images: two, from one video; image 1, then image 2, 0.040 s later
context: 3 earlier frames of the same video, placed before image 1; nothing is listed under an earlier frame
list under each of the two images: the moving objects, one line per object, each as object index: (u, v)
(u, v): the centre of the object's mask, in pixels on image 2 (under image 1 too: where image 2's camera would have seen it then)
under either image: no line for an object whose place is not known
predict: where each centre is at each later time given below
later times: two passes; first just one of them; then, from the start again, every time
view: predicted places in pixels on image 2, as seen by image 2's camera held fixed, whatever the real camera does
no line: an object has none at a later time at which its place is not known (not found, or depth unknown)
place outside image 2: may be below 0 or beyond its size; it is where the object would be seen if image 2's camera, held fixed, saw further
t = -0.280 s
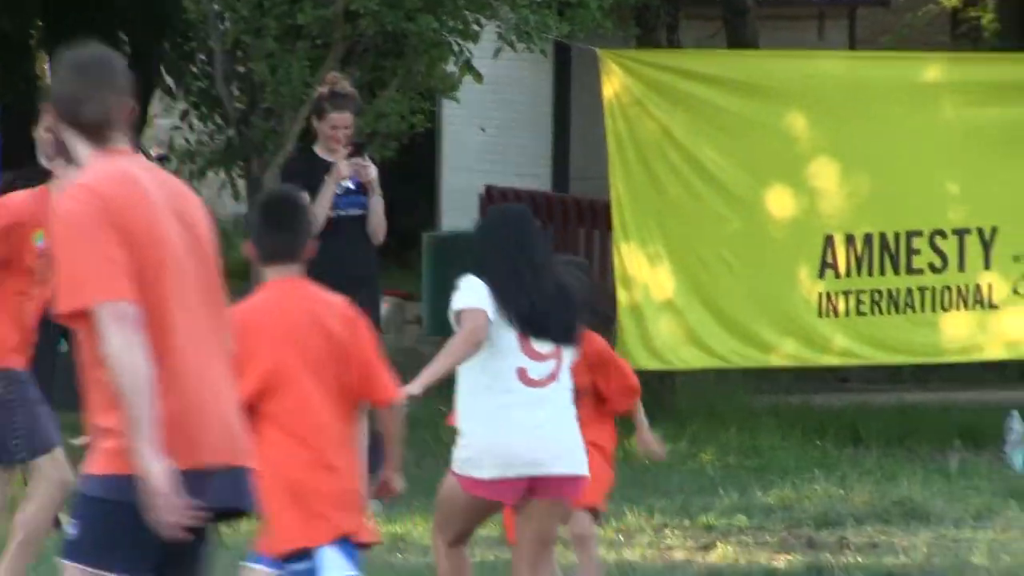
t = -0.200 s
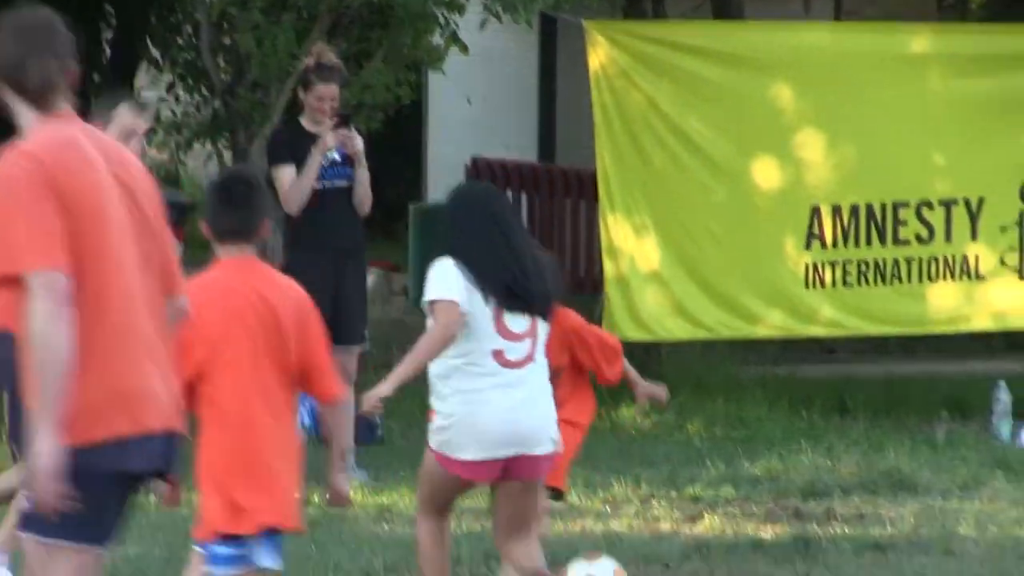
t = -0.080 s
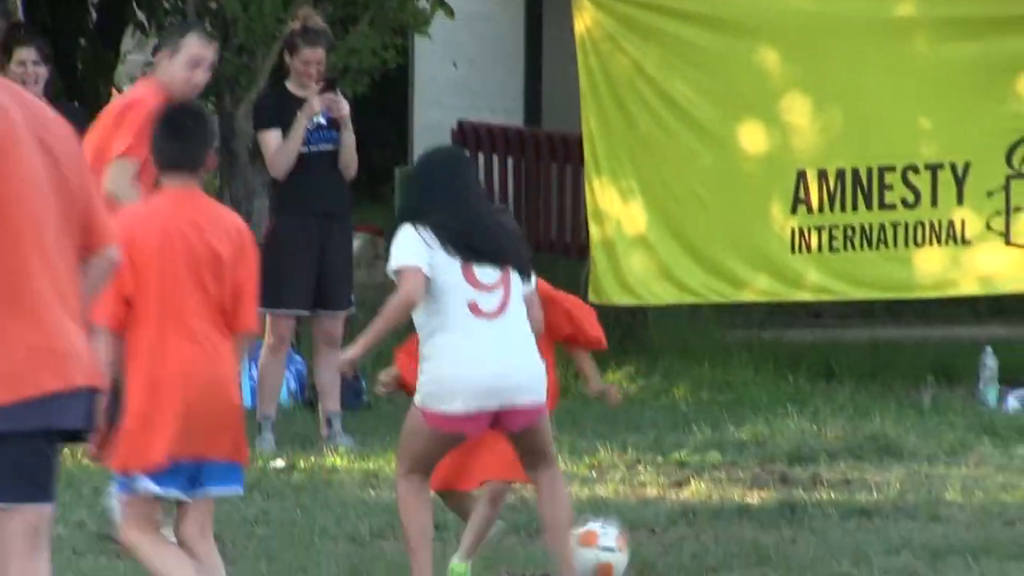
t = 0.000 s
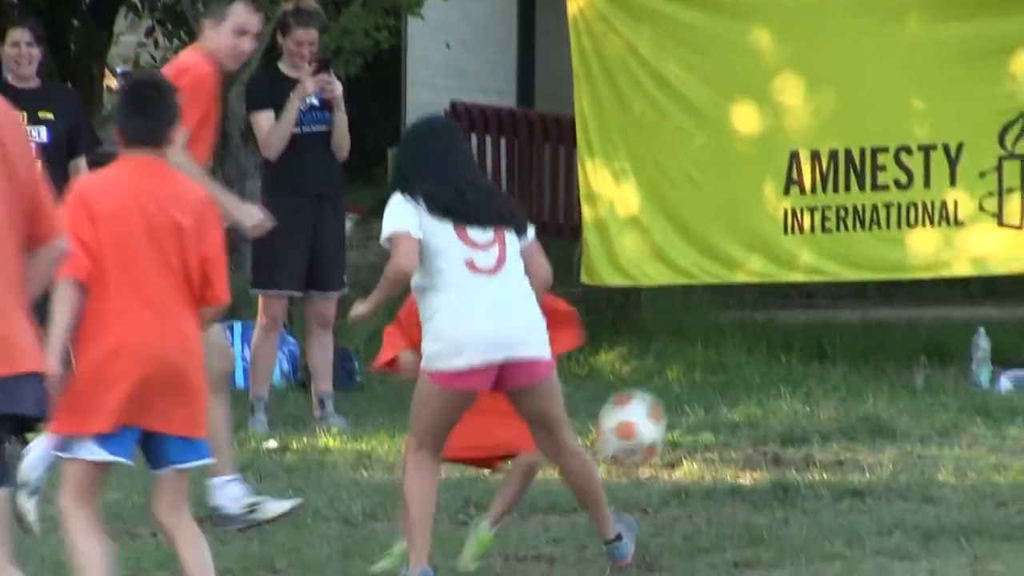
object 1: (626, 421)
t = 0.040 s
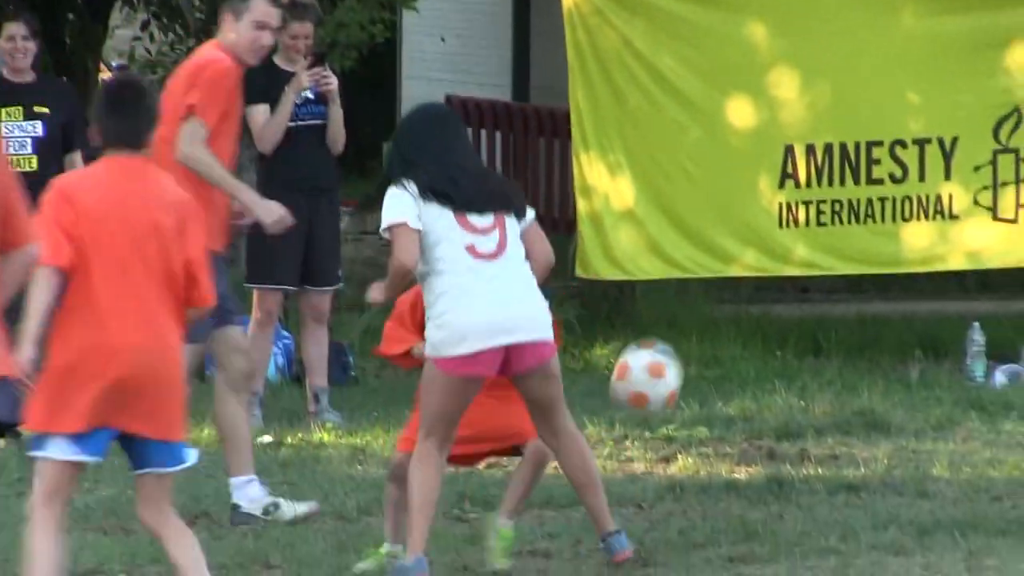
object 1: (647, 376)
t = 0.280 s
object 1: (770, 213)
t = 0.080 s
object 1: (668, 338)
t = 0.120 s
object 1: (689, 305)
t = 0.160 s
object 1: (710, 274)
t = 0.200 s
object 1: (730, 248)
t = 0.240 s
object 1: (750, 229)
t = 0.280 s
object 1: (770, 213)
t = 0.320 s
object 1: (790, 201)
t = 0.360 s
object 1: (809, 197)
